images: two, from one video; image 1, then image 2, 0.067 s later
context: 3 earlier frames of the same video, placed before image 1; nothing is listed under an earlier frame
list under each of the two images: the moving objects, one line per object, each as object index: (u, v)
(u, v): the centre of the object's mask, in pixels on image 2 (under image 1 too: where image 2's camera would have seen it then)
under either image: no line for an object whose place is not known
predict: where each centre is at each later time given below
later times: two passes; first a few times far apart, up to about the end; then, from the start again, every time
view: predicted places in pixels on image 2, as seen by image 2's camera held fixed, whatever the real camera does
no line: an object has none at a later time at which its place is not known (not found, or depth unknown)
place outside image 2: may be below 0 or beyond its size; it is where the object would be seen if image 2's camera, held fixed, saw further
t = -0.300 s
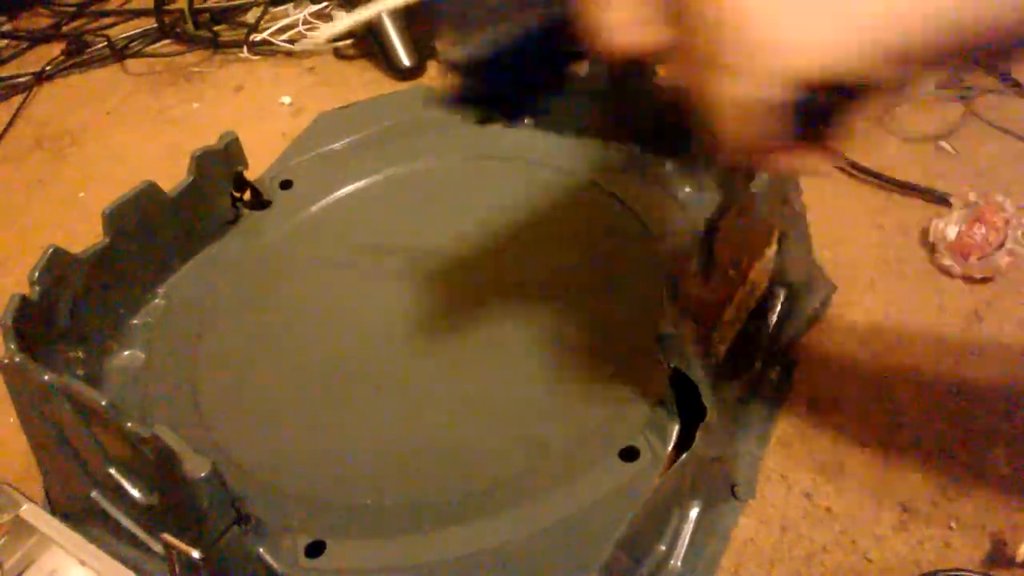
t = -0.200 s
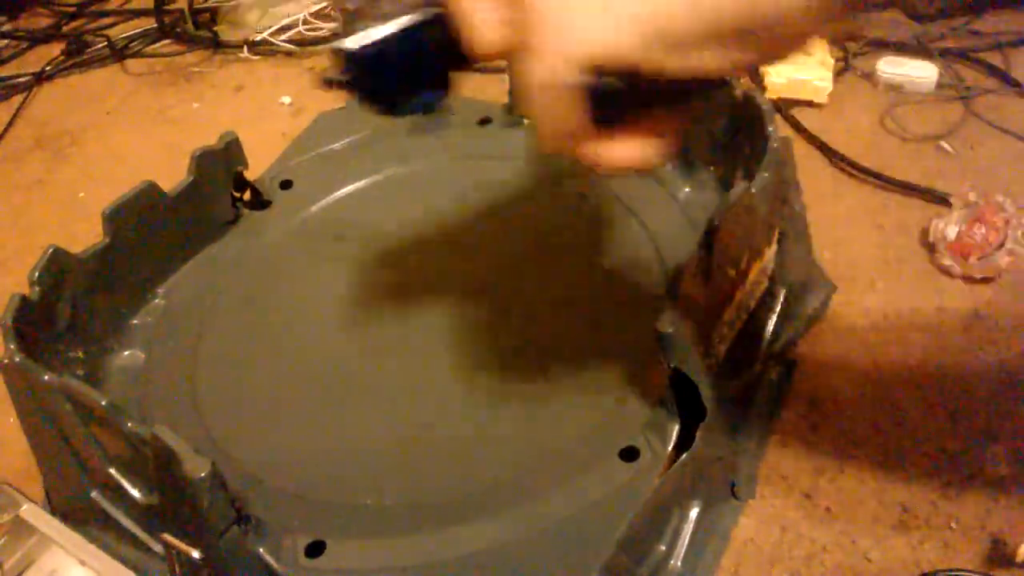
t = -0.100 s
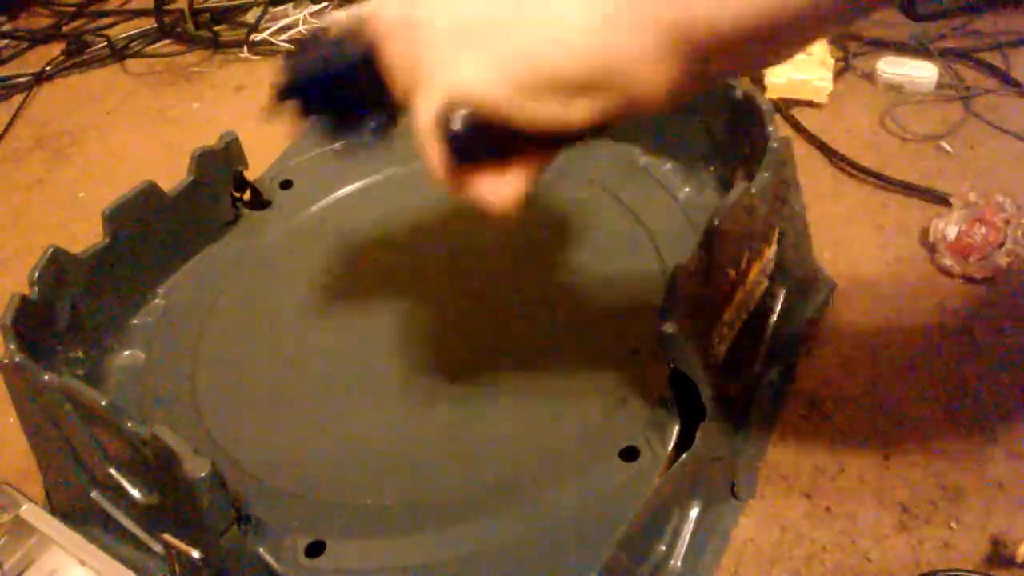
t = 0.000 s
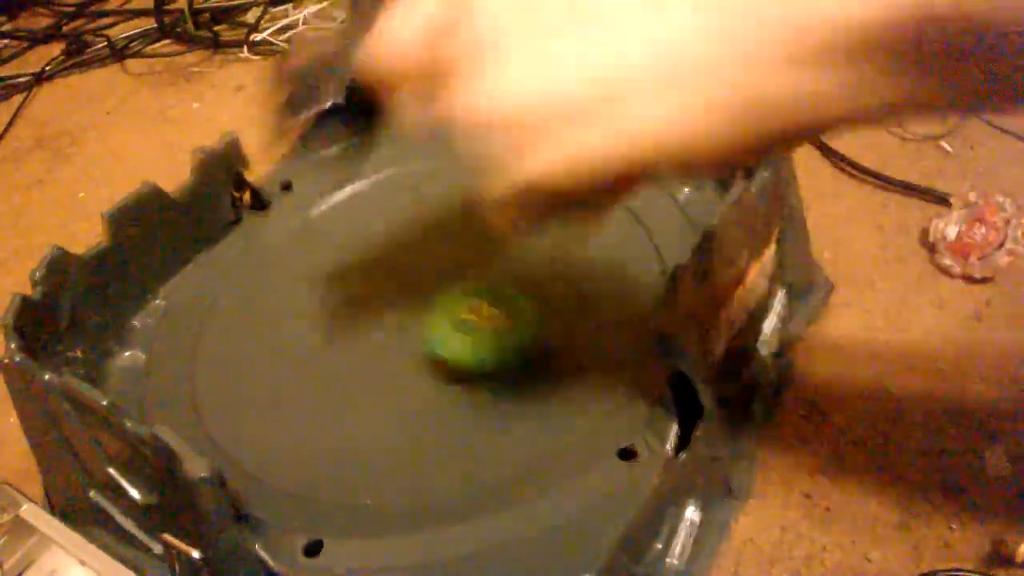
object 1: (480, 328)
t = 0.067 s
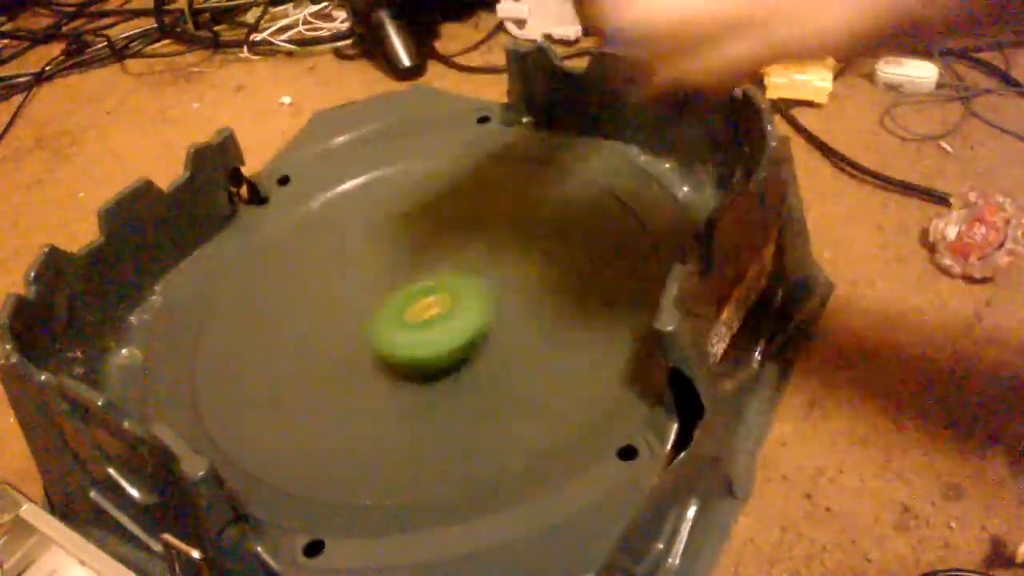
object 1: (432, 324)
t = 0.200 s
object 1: (362, 332)
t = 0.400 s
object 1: (335, 326)
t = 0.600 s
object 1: (329, 318)
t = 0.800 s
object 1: (326, 300)
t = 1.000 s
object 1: (317, 282)
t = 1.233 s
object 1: (305, 268)
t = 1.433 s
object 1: (304, 263)
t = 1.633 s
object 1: (321, 262)
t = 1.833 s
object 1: (356, 256)
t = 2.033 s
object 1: (388, 245)
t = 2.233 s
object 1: (409, 238)
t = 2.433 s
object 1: (422, 235)
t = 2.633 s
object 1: (433, 239)
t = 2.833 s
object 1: (439, 252)
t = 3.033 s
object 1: (449, 268)
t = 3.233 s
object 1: (462, 281)
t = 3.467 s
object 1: (465, 293)
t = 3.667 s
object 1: (451, 296)
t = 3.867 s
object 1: (433, 298)
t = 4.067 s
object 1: (430, 298)
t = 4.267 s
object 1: (396, 303)
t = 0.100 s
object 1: (409, 335)
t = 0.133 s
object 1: (390, 333)
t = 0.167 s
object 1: (375, 333)
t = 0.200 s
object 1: (362, 332)
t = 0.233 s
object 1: (354, 330)
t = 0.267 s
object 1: (347, 328)
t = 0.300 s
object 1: (343, 327)
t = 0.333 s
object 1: (339, 326)
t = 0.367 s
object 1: (337, 326)
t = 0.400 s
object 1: (335, 326)
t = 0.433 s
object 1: (334, 325)
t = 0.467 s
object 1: (332, 324)
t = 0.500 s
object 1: (331, 324)
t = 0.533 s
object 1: (330, 323)
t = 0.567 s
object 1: (330, 320)
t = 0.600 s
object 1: (329, 318)
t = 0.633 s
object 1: (329, 315)
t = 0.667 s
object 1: (329, 313)
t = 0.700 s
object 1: (328, 309)
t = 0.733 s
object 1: (327, 306)
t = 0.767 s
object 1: (327, 303)
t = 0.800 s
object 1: (326, 300)
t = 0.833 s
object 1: (325, 297)
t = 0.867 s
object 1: (324, 293)
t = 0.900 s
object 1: (322, 291)
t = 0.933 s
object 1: (320, 288)
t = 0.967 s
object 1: (318, 284)
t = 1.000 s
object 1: (317, 282)
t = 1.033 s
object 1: (315, 280)
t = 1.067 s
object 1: (313, 277)
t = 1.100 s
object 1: (312, 275)
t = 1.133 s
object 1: (310, 272)
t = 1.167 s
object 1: (308, 271)
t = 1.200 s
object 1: (306, 268)
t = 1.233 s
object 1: (305, 268)
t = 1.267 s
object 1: (303, 266)
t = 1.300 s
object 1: (303, 266)
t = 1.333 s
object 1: (303, 265)
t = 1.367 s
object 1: (303, 265)
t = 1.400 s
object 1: (303, 264)
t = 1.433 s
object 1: (304, 263)
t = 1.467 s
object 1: (306, 263)
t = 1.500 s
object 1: (308, 263)
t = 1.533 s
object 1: (310, 263)
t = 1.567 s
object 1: (314, 262)
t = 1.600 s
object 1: (318, 262)
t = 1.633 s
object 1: (321, 262)
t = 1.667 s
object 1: (327, 262)
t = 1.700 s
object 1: (332, 261)
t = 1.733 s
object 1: (338, 260)
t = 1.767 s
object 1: (344, 259)
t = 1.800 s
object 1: (350, 257)
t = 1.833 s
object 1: (356, 256)
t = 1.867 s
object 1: (362, 254)
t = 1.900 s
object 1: (368, 252)
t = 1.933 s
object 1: (373, 250)
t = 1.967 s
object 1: (379, 248)
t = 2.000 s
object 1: (383, 246)
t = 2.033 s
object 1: (388, 245)
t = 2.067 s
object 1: (392, 243)
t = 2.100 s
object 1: (395, 242)
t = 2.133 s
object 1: (399, 240)
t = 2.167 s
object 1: (403, 240)
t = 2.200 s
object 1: (405, 238)
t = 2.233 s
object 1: (409, 238)
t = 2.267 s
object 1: (412, 237)
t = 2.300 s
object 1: (414, 236)
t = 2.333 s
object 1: (416, 235)
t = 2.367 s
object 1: (418, 235)
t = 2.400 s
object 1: (421, 235)
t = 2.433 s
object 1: (422, 235)
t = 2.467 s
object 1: (424, 235)
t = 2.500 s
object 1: (426, 236)
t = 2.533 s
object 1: (428, 237)
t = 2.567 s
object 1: (430, 238)
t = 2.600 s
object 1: (431, 239)
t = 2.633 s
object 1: (433, 239)
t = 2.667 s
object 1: (434, 242)
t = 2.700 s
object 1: (435, 243)
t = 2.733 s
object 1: (437, 244)
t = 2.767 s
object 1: (437, 247)
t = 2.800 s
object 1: (438, 249)
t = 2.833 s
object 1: (439, 252)
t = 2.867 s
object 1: (440, 254)
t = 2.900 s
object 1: (441, 257)
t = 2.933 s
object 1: (443, 260)
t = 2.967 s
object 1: (445, 263)
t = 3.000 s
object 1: (447, 265)
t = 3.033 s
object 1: (449, 268)
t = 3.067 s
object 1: (451, 271)
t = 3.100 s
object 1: (453, 272)
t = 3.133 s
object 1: (456, 275)
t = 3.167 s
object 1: (457, 277)
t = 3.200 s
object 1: (460, 280)
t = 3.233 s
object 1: (462, 281)
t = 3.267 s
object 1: (463, 283)
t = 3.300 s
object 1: (463, 285)
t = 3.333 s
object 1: (464, 287)
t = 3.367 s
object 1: (465, 289)
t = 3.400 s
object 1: (465, 290)
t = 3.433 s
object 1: (465, 291)
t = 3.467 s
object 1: (465, 293)
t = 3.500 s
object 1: (464, 294)
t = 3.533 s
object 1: (464, 295)
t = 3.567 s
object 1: (462, 295)
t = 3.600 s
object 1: (459, 295)
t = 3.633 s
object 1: (455, 296)
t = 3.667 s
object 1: (451, 296)
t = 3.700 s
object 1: (445, 297)
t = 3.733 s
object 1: (440, 297)
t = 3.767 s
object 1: (436, 297)
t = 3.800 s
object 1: (435, 297)
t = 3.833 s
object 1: (434, 298)
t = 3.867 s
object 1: (433, 298)
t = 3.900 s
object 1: (434, 298)
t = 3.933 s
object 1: (436, 298)
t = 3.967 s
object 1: (437, 298)
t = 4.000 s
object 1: (438, 297)
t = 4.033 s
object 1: (435, 297)
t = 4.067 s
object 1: (430, 298)
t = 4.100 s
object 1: (423, 298)
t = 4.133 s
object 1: (416, 299)
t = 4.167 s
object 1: (409, 300)
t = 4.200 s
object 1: (403, 302)
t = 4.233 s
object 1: (399, 302)
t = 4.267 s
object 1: (396, 303)
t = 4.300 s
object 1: (394, 304)
